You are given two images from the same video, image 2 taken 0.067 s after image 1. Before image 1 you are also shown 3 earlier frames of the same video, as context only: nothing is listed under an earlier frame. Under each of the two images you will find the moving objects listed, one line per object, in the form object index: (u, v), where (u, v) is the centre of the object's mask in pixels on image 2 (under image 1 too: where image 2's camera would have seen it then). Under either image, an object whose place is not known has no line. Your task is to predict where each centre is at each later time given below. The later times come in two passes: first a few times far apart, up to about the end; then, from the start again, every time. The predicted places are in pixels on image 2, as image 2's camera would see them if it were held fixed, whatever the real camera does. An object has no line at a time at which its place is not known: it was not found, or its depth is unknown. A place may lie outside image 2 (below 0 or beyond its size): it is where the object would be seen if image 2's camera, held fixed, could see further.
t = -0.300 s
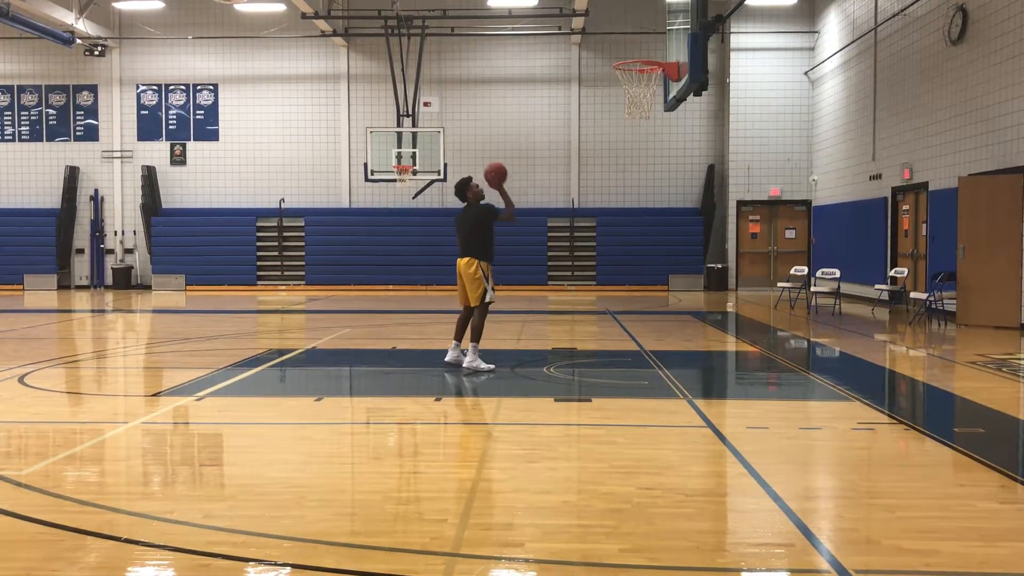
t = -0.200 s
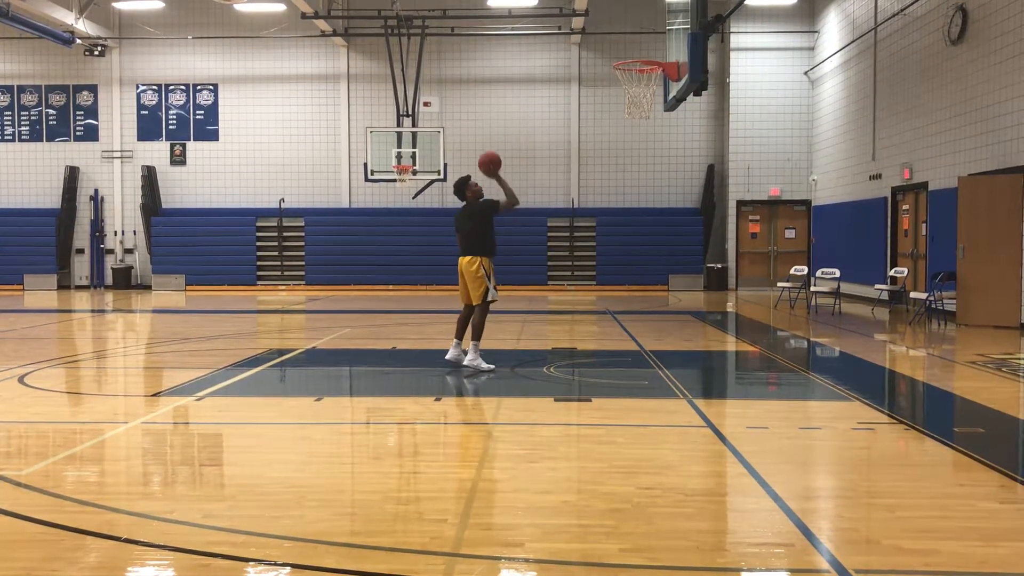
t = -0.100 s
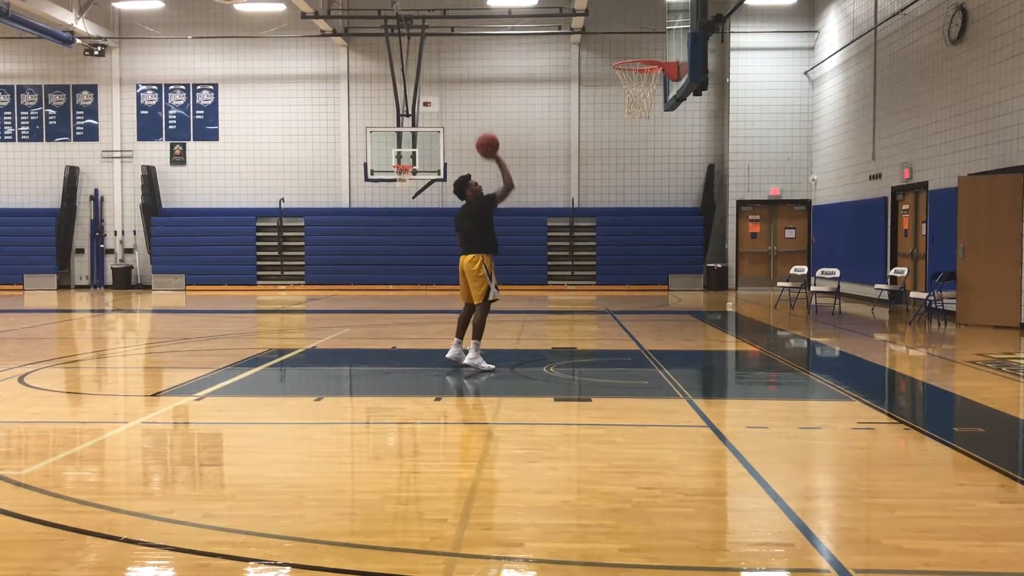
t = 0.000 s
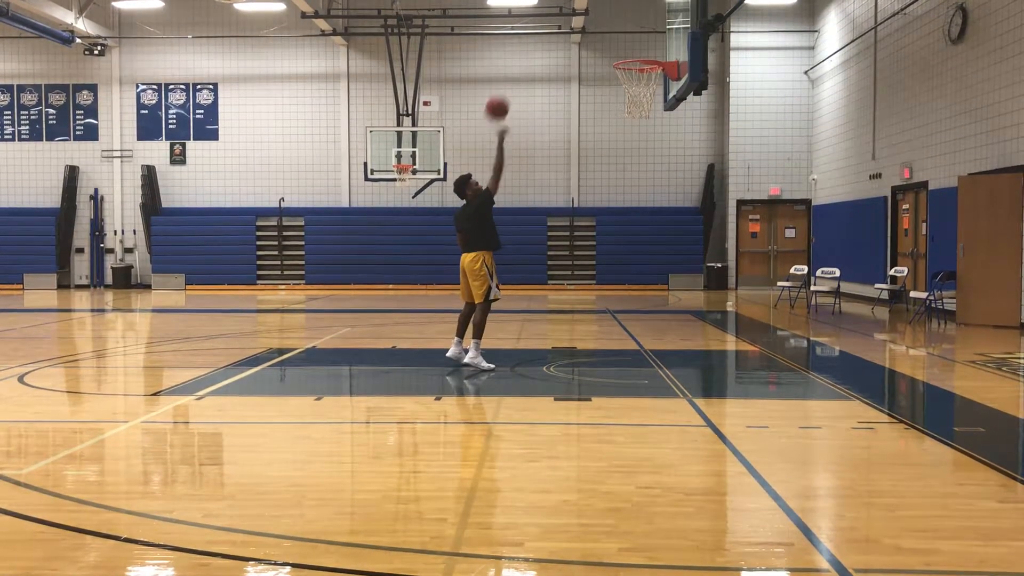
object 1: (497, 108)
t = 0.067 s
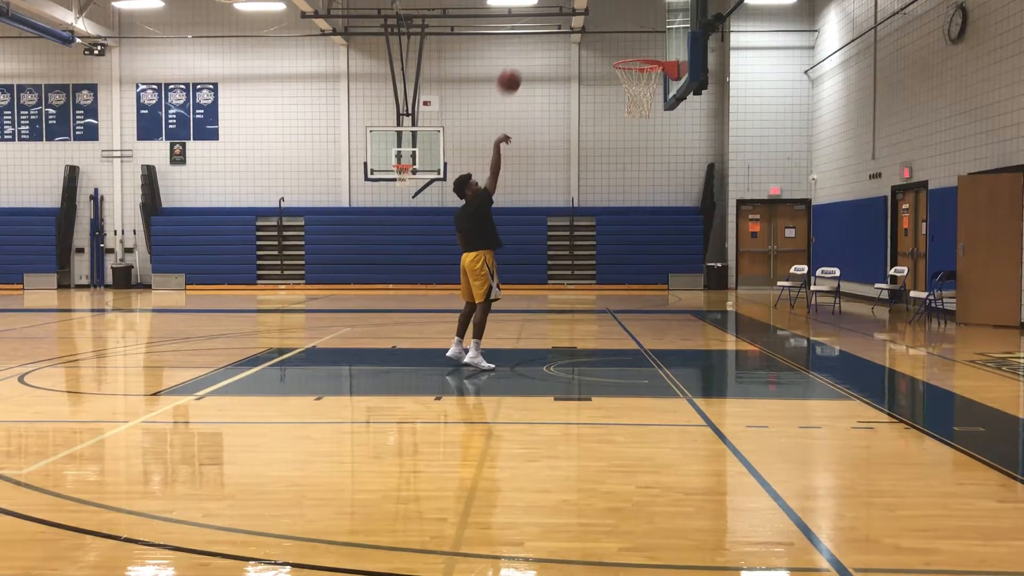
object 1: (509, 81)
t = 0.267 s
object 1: (546, 26)
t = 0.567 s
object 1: (601, 17)
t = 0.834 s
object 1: (650, 83)
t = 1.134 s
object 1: (663, 162)
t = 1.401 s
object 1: (673, 300)
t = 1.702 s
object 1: (661, 273)
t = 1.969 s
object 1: (641, 224)
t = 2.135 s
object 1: (627, 226)
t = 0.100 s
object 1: (515, 69)
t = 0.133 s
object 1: (521, 59)
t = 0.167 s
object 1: (528, 49)
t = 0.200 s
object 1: (534, 40)
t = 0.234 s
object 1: (539, 32)
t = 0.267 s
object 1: (546, 26)
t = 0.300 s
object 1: (552, 20)
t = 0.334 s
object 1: (558, 16)
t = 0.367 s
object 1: (564, 13)
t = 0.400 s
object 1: (570, 11)
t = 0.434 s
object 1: (576, 10)
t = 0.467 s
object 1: (583, 10)
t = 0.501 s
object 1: (589, 11)
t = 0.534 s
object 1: (595, 13)
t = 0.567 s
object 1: (601, 17)
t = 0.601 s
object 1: (608, 21)
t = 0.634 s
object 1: (613, 27)
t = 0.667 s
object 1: (620, 34)
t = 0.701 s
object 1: (626, 41)
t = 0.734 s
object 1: (631, 49)
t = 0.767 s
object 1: (638, 59)
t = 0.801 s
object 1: (643, 72)
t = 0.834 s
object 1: (650, 83)
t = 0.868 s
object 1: (653, 93)
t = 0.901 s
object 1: (655, 98)
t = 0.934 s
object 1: (656, 103)
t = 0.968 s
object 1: (657, 111)
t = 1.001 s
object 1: (659, 119)
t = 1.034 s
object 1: (660, 128)
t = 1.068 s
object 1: (661, 138)
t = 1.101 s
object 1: (662, 149)
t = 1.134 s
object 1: (663, 162)
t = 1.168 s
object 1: (664, 176)
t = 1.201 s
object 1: (665, 190)
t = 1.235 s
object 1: (667, 204)
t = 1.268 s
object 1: (667, 221)
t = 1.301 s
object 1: (668, 237)
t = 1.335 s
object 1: (669, 257)
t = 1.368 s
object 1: (671, 277)
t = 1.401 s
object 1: (673, 300)
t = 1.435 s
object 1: (675, 321)
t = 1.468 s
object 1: (676, 342)
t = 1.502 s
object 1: (676, 357)
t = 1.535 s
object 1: (674, 341)
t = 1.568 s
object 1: (672, 327)
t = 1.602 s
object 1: (669, 312)
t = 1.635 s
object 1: (667, 299)
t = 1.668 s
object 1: (664, 285)
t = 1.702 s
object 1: (661, 273)
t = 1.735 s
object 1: (659, 263)
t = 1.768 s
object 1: (655, 254)
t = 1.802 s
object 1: (653, 247)
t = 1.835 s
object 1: (651, 240)
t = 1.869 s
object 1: (649, 234)
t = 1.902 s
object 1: (645, 228)
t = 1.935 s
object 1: (642, 226)
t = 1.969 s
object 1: (641, 224)
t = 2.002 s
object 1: (637, 222)
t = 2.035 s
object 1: (634, 222)
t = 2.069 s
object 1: (632, 222)
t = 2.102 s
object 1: (629, 224)
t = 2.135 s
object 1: (627, 226)
